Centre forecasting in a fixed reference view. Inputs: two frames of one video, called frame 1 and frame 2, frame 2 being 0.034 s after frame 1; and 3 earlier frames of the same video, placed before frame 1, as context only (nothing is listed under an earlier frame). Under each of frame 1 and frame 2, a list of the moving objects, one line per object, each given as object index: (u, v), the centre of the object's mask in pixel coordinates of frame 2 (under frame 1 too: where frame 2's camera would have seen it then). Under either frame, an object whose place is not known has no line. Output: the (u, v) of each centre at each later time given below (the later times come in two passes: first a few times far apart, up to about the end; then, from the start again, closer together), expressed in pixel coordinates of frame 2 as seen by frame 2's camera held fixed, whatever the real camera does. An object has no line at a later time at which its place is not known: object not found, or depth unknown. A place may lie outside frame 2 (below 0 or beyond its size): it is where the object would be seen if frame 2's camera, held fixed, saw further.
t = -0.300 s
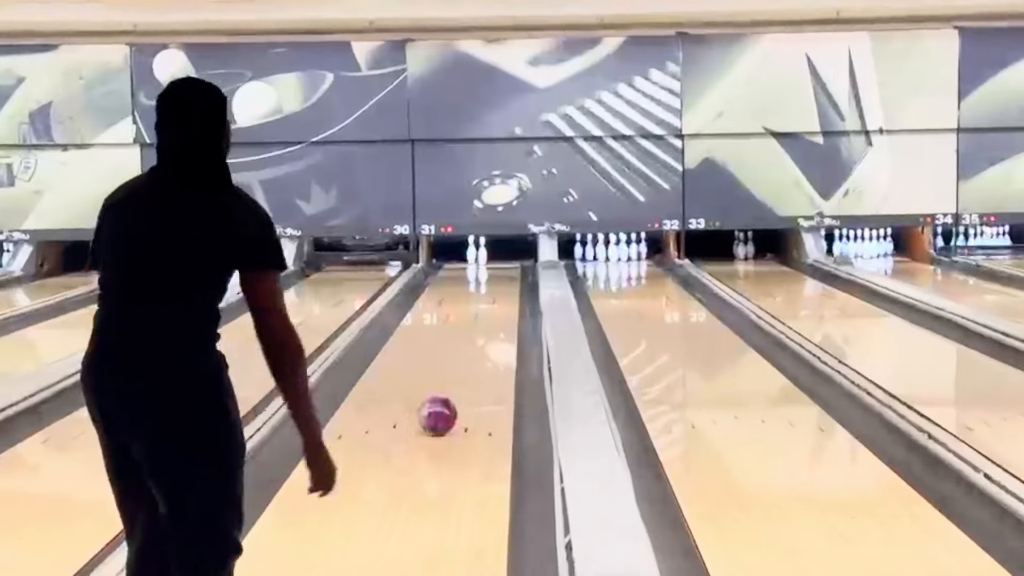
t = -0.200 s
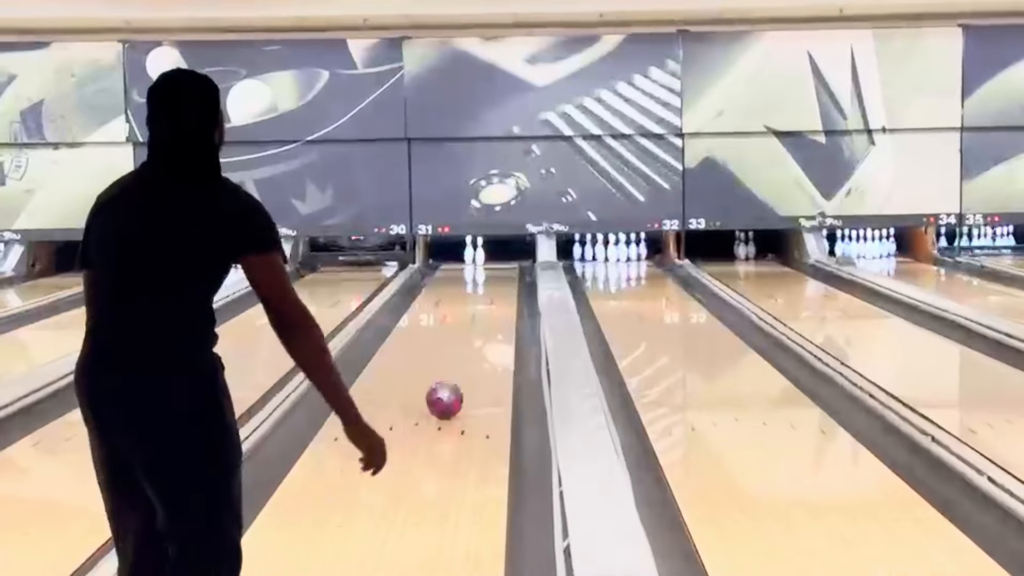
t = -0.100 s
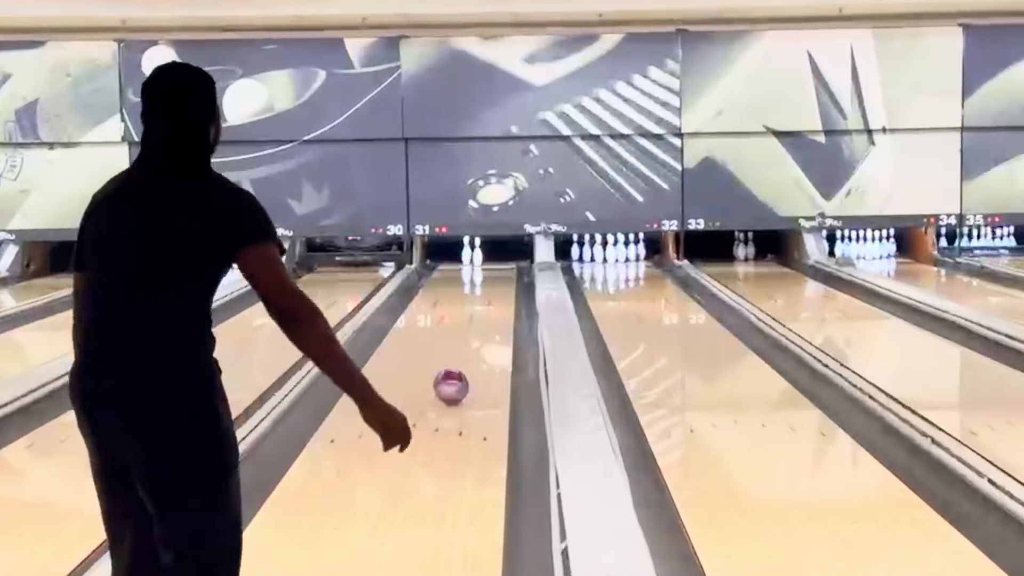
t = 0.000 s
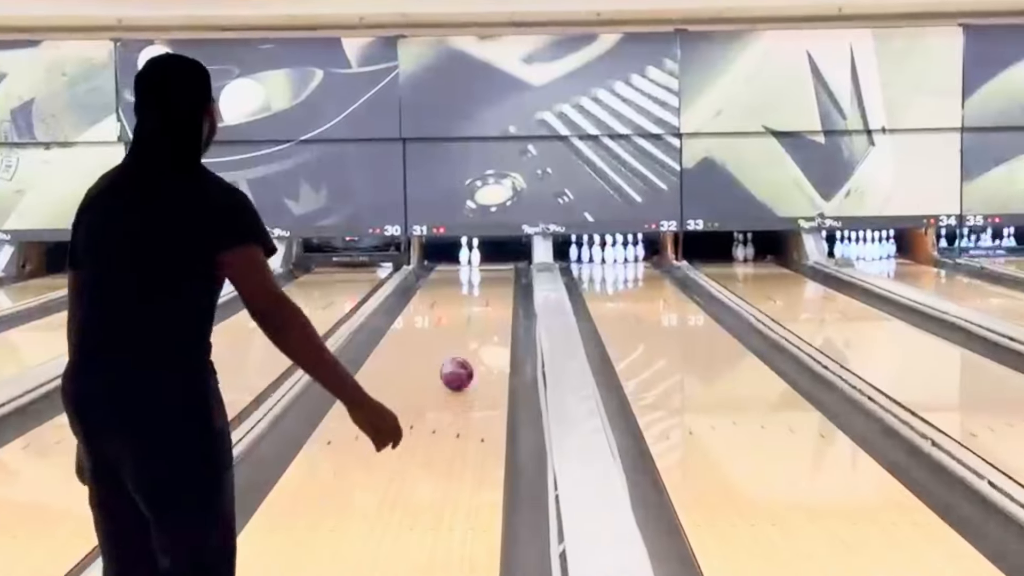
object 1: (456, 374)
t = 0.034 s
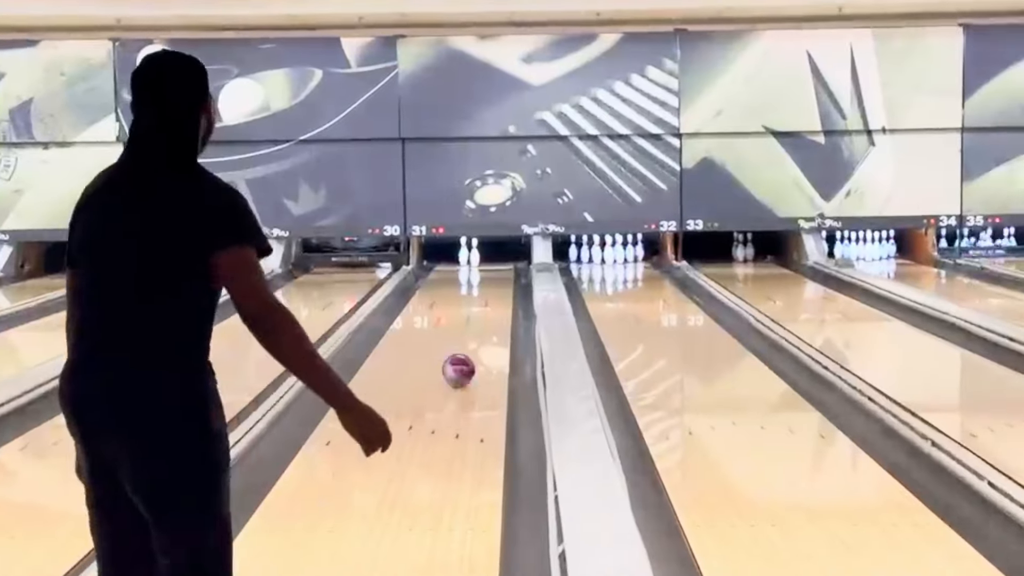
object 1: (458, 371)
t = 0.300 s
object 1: (474, 342)
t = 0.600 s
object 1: (485, 319)
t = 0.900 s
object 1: (491, 301)
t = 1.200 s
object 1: (492, 288)
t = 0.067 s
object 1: (461, 366)
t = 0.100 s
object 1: (463, 363)
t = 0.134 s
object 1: (465, 359)
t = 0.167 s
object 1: (467, 355)
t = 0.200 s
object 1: (469, 352)
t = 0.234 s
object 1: (471, 348)
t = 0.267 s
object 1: (472, 345)
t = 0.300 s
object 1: (474, 342)
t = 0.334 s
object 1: (476, 339)
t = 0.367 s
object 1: (477, 336)
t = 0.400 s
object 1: (478, 333)
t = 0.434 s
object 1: (480, 331)
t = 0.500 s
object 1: (483, 326)
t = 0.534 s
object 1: (483, 323)
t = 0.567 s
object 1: (485, 321)
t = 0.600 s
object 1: (485, 319)
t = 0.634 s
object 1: (486, 316)
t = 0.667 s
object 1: (487, 314)
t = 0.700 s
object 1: (488, 312)
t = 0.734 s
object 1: (489, 310)
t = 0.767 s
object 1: (489, 308)
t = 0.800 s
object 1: (490, 306)
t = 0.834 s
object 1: (490, 304)
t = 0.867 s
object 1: (491, 302)
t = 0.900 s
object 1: (491, 301)
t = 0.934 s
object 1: (492, 299)
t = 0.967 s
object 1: (492, 298)
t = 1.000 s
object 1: (492, 297)
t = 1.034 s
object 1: (492, 295)
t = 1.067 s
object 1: (493, 294)
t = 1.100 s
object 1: (493, 293)
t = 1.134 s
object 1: (493, 291)
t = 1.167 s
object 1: (493, 289)
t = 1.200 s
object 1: (492, 288)
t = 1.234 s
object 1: (493, 287)
